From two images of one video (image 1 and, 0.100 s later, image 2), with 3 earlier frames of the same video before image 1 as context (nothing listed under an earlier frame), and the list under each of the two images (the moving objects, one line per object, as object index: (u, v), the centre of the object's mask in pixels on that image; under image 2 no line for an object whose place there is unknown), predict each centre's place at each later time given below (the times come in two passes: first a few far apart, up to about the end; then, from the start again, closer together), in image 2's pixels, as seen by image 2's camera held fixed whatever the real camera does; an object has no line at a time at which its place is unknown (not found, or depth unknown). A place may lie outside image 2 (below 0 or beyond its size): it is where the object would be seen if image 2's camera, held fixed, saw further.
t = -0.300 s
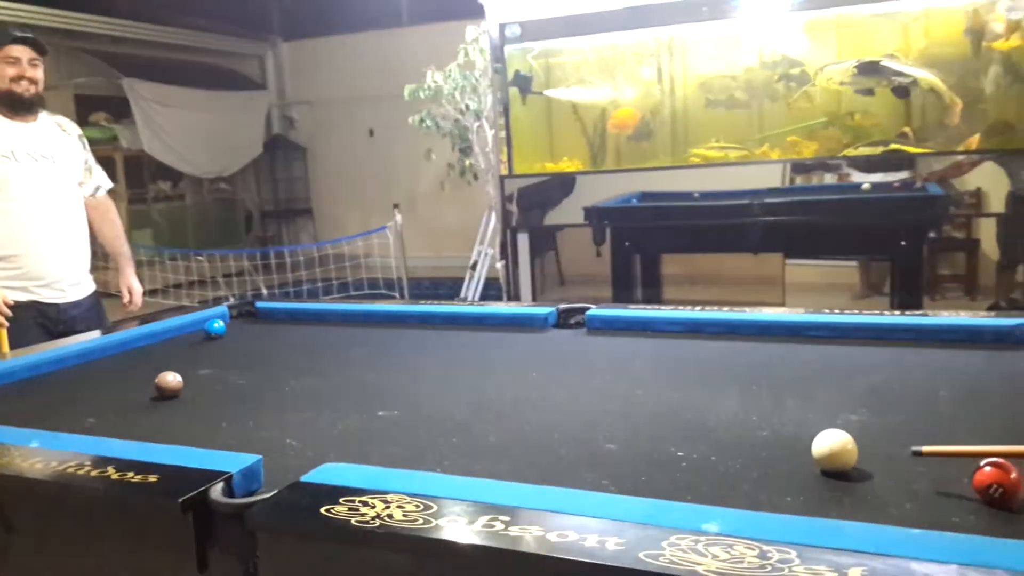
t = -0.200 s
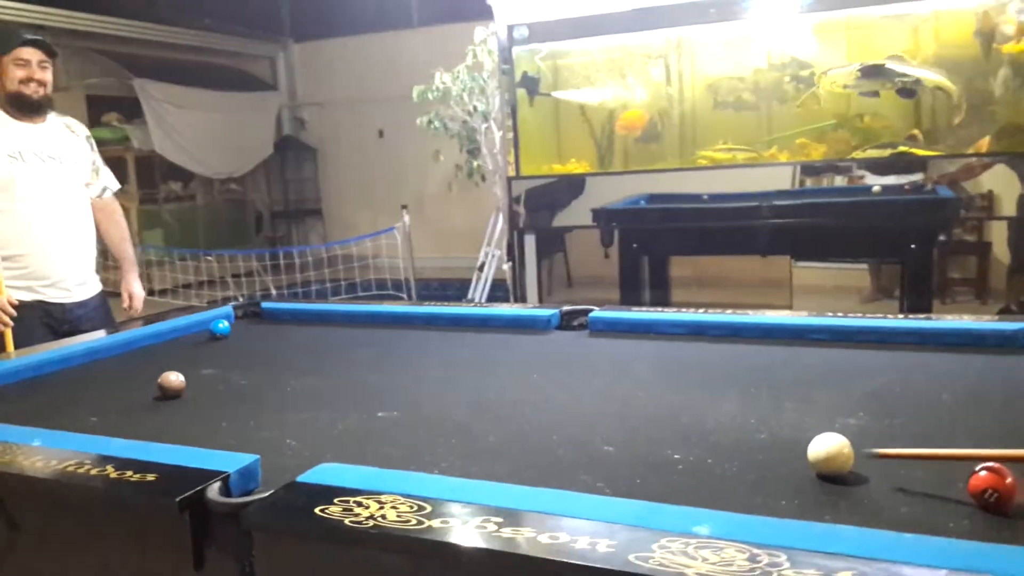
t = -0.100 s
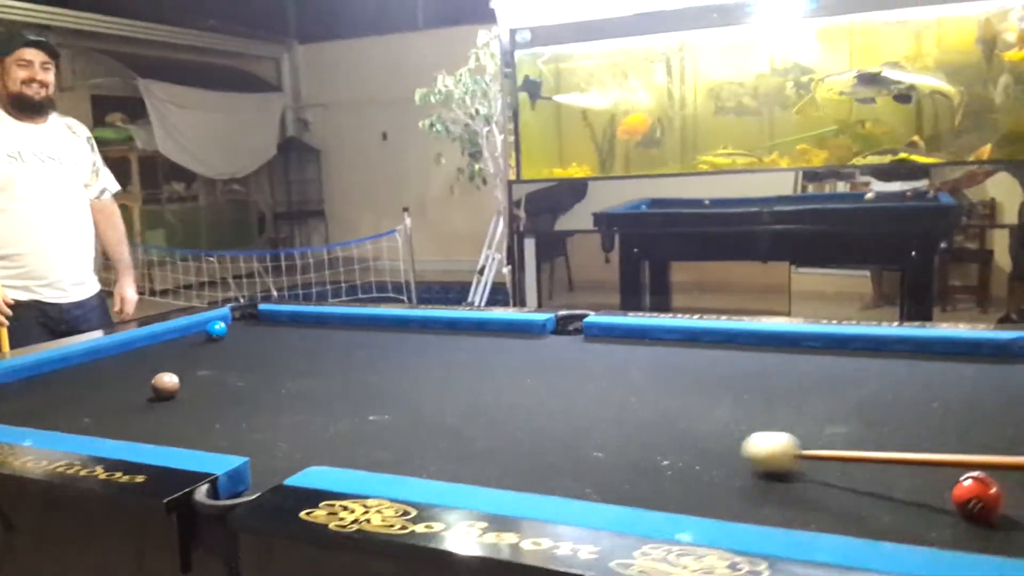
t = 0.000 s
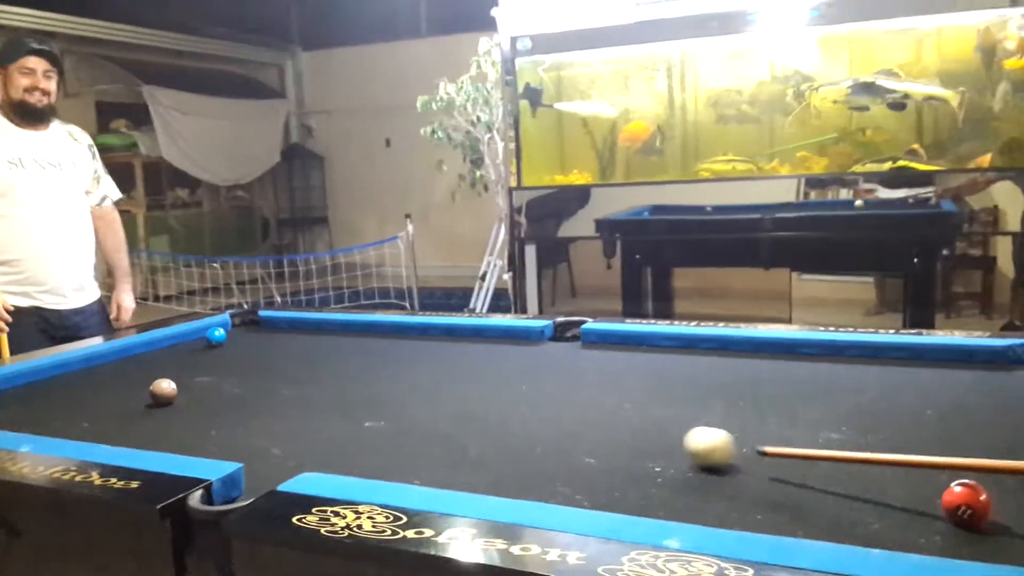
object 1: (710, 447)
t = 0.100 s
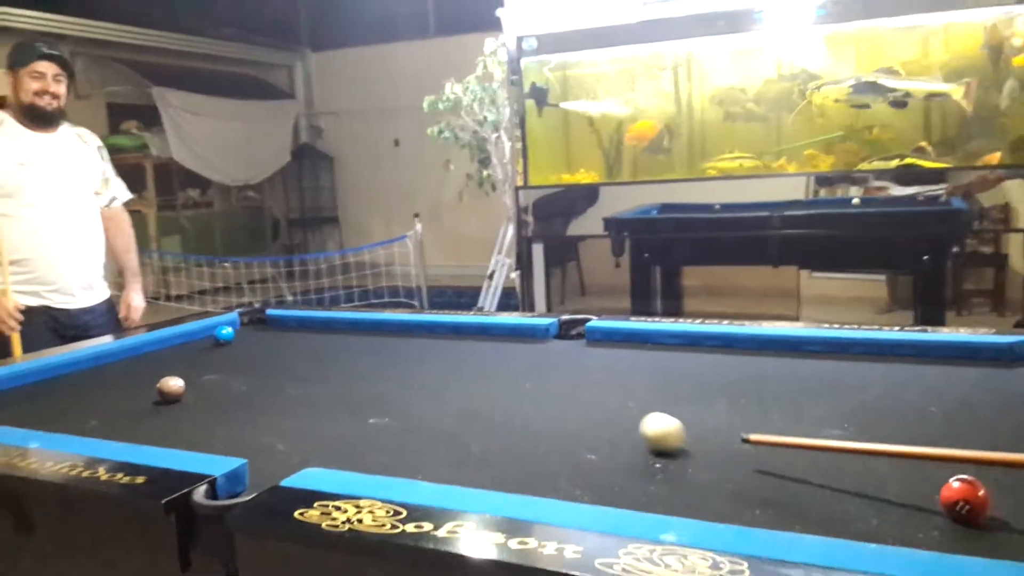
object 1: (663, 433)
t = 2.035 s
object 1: (236, 340)
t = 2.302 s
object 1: (210, 337)
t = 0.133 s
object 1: (648, 430)
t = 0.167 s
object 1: (633, 427)
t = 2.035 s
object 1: (236, 340)
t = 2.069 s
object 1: (232, 339)
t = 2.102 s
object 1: (229, 339)
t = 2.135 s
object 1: (226, 338)
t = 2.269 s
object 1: (213, 337)
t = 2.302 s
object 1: (210, 337)
